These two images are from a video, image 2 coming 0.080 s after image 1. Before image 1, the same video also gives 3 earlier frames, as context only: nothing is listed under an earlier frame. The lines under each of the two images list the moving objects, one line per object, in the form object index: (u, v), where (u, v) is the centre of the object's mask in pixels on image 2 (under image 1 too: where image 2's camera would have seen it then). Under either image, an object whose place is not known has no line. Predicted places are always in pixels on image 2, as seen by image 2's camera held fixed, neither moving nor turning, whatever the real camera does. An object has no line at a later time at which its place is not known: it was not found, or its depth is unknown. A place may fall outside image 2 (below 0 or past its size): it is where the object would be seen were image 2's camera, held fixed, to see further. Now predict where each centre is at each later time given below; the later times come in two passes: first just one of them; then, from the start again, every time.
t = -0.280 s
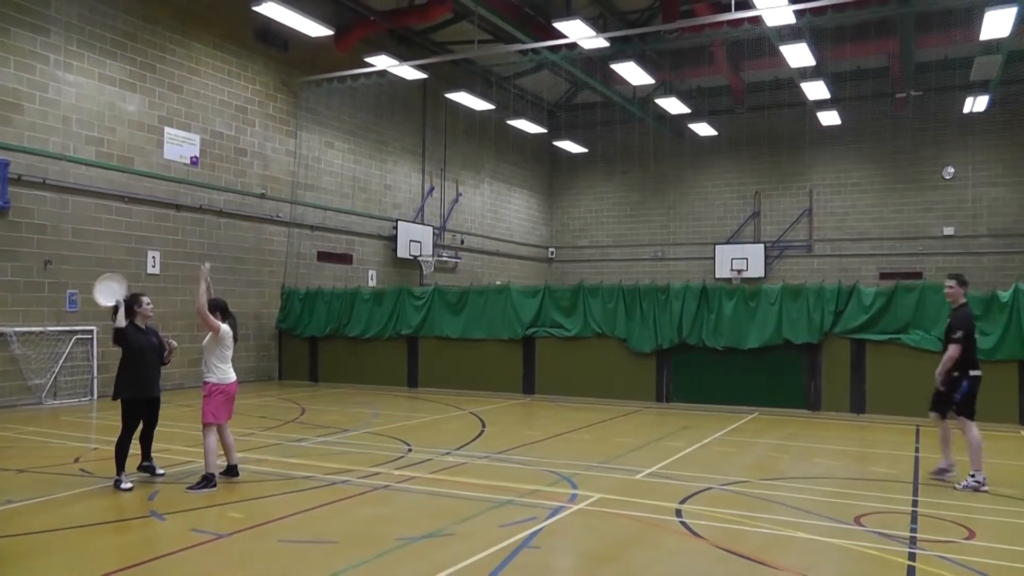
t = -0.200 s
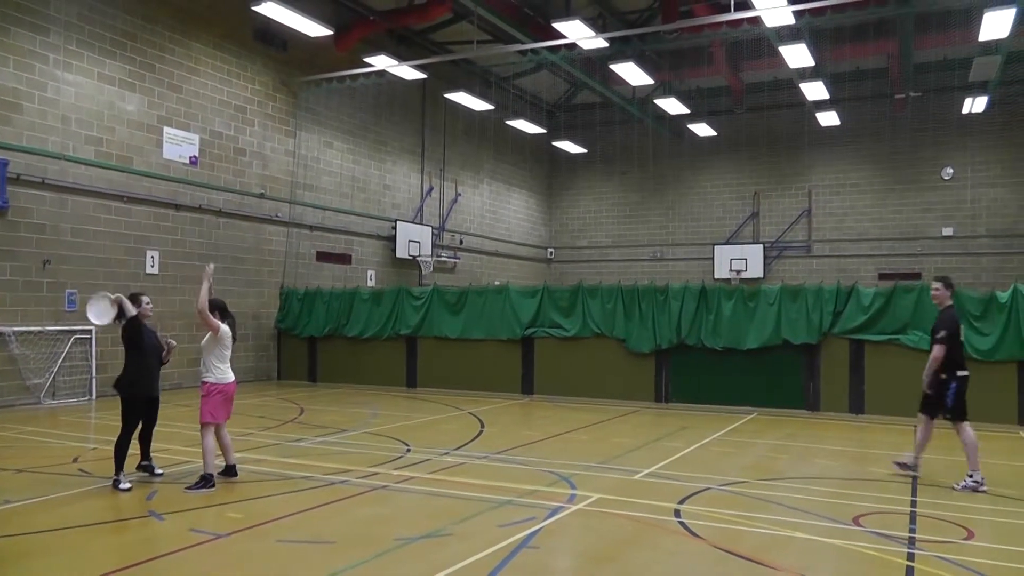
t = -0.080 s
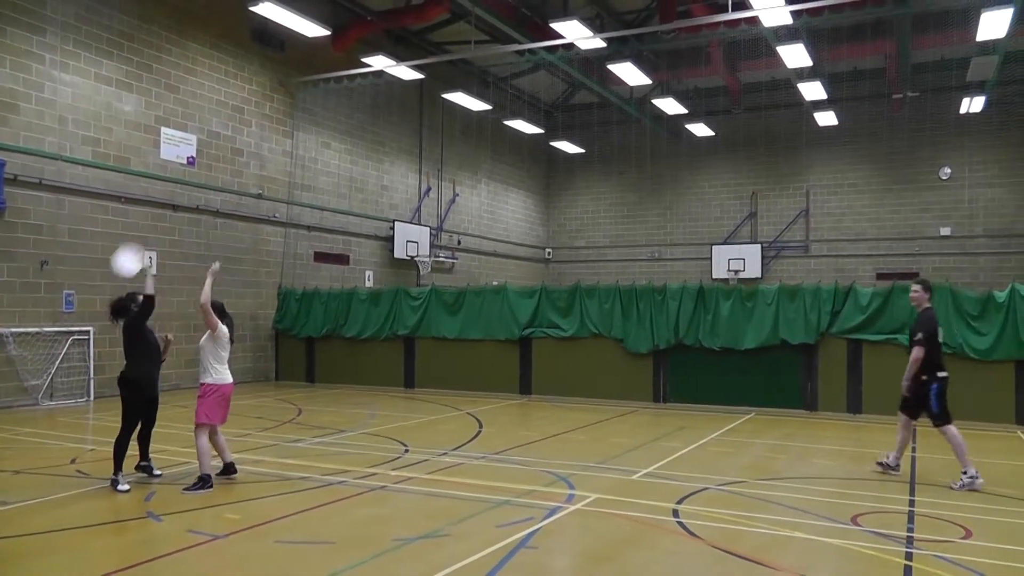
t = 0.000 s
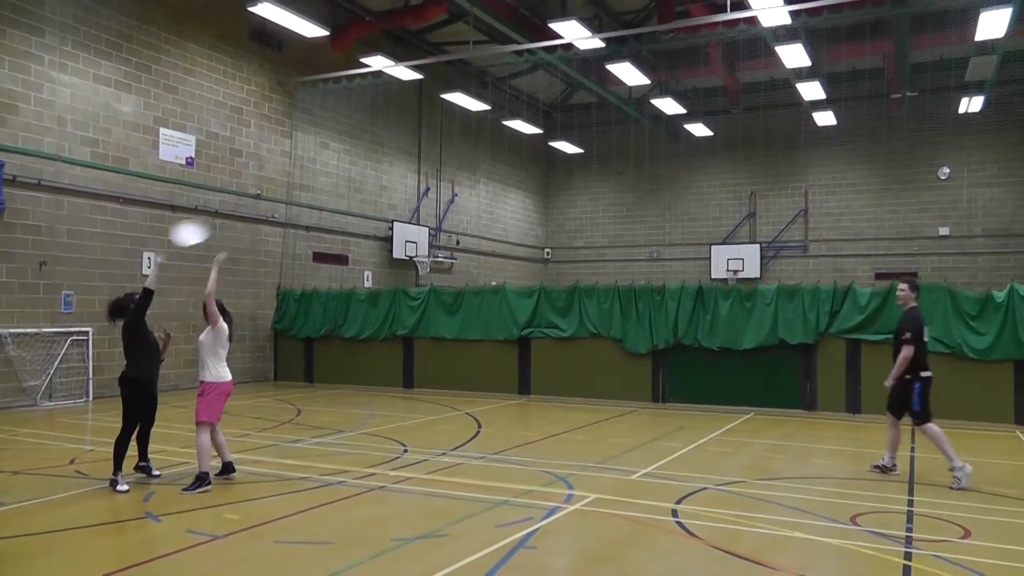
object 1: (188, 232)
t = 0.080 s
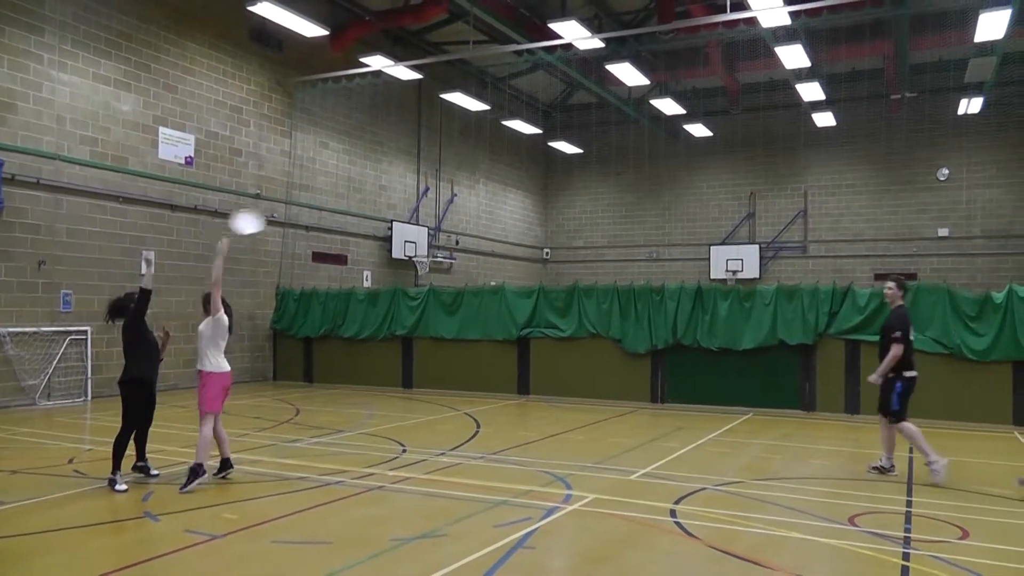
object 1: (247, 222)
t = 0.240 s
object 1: (351, 220)
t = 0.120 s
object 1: (274, 218)
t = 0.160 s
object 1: (301, 218)
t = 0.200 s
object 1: (326, 218)
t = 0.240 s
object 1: (351, 220)
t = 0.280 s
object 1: (373, 223)
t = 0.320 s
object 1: (391, 227)
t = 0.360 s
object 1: (409, 232)
